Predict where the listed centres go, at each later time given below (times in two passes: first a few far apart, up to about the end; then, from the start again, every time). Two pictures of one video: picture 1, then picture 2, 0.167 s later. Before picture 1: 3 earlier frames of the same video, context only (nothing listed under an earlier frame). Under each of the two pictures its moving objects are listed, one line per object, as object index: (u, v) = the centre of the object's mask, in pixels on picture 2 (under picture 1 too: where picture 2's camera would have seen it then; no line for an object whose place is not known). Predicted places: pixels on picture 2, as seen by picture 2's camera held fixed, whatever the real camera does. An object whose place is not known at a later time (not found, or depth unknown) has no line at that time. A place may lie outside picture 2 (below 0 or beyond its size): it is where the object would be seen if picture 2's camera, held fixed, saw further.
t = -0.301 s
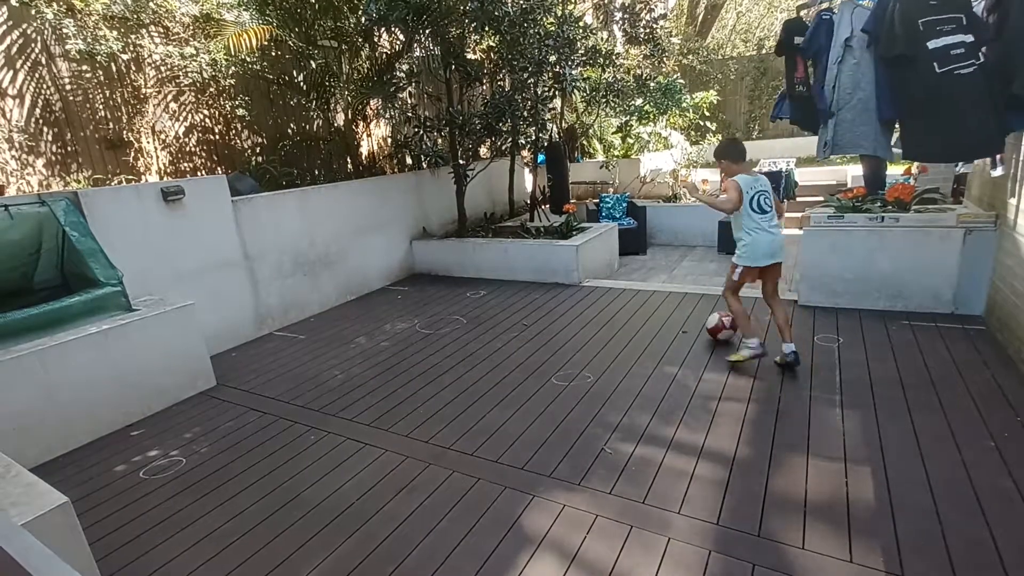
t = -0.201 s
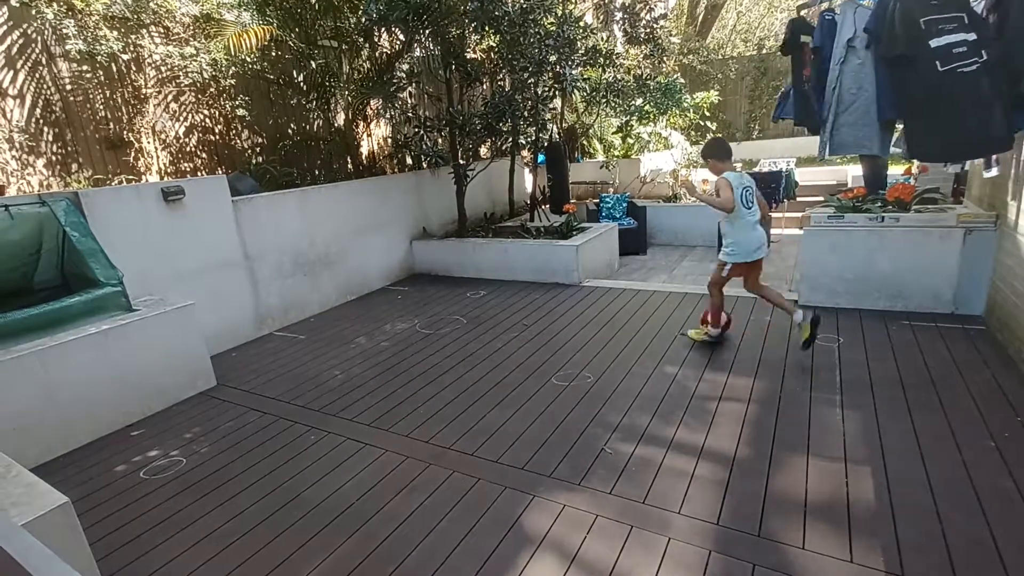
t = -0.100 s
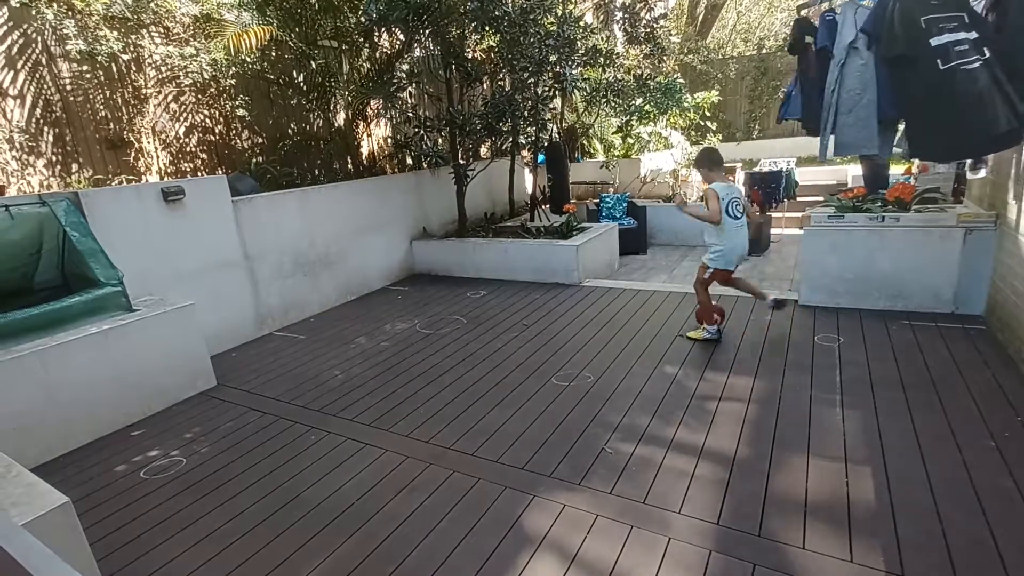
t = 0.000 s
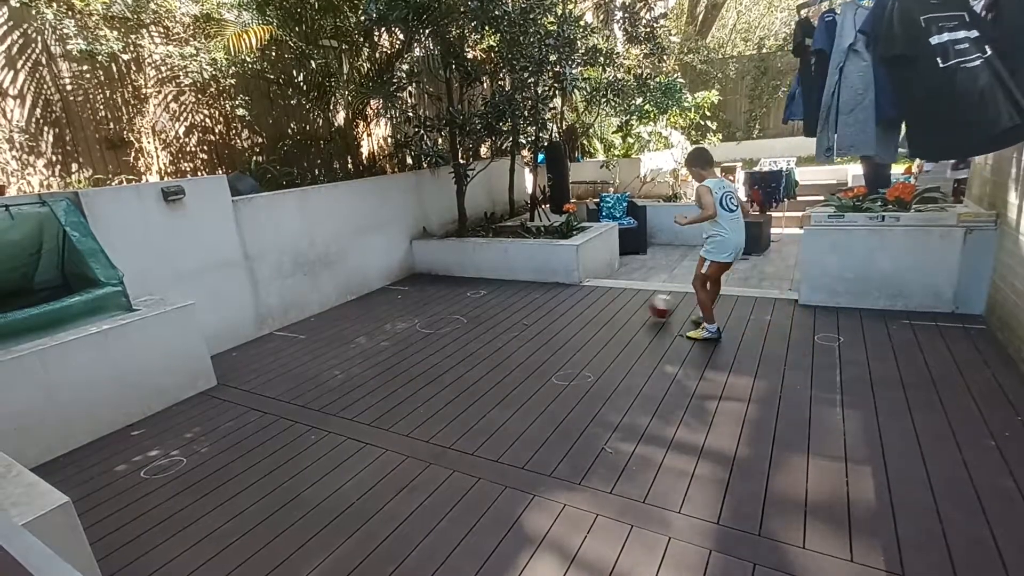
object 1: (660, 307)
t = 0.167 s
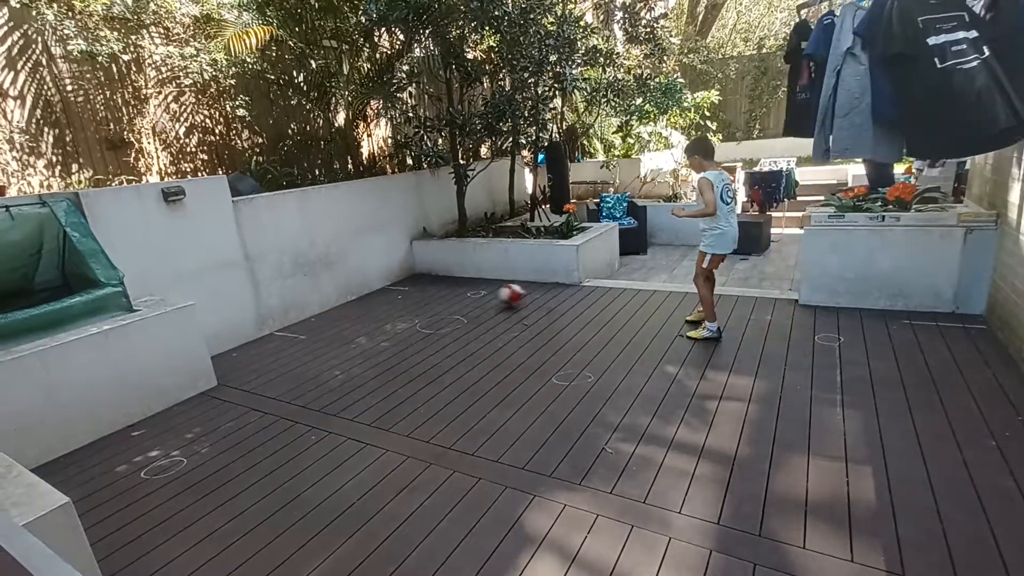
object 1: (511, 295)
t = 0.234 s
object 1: (465, 294)
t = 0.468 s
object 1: (384, 286)
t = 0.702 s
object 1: (473, 294)
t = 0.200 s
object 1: (488, 294)
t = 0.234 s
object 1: (465, 294)
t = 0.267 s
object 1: (444, 292)
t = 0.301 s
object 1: (425, 290)
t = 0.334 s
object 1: (409, 289)
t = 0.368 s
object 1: (391, 289)
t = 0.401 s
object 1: (375, 288)
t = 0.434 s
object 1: (373, 287)
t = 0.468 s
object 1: (384, 286)
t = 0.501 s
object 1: (397, 288)
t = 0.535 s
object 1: (409, 290)
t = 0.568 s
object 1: (422, 291)
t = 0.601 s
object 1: (434, 291)
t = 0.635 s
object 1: (447, 292)
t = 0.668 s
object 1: (460, 294)
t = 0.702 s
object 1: (473, 294)
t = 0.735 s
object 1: (484, 295)
